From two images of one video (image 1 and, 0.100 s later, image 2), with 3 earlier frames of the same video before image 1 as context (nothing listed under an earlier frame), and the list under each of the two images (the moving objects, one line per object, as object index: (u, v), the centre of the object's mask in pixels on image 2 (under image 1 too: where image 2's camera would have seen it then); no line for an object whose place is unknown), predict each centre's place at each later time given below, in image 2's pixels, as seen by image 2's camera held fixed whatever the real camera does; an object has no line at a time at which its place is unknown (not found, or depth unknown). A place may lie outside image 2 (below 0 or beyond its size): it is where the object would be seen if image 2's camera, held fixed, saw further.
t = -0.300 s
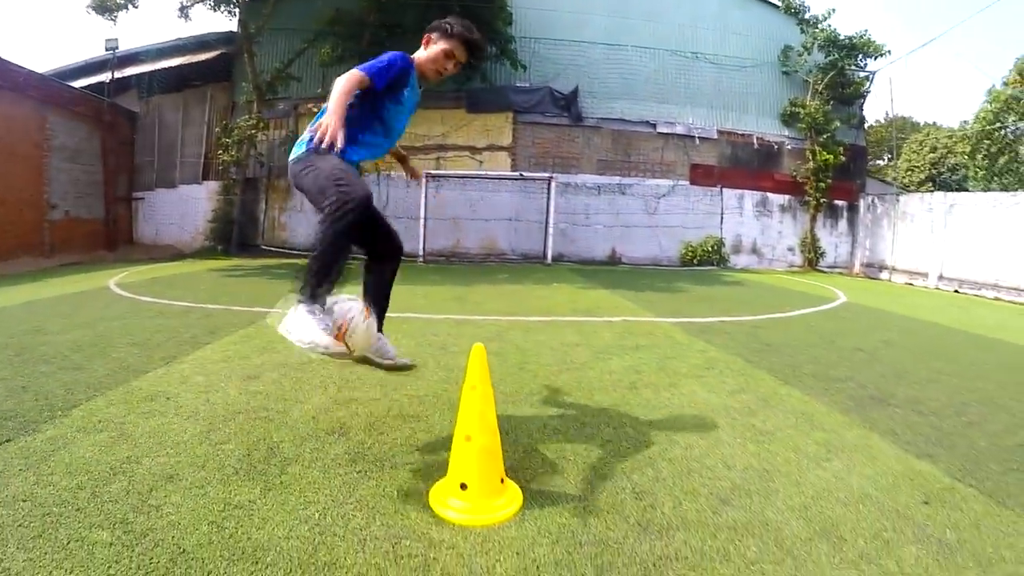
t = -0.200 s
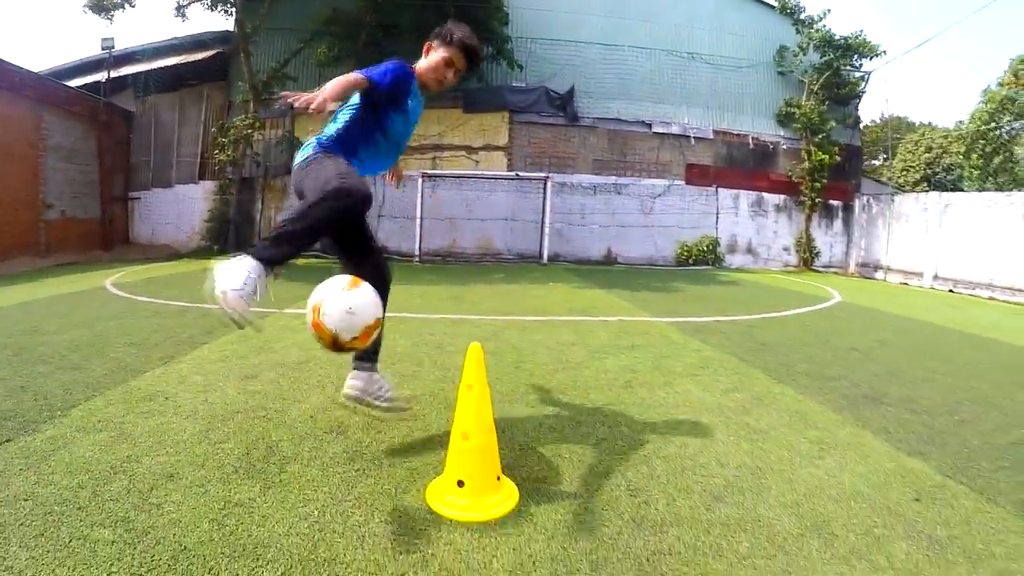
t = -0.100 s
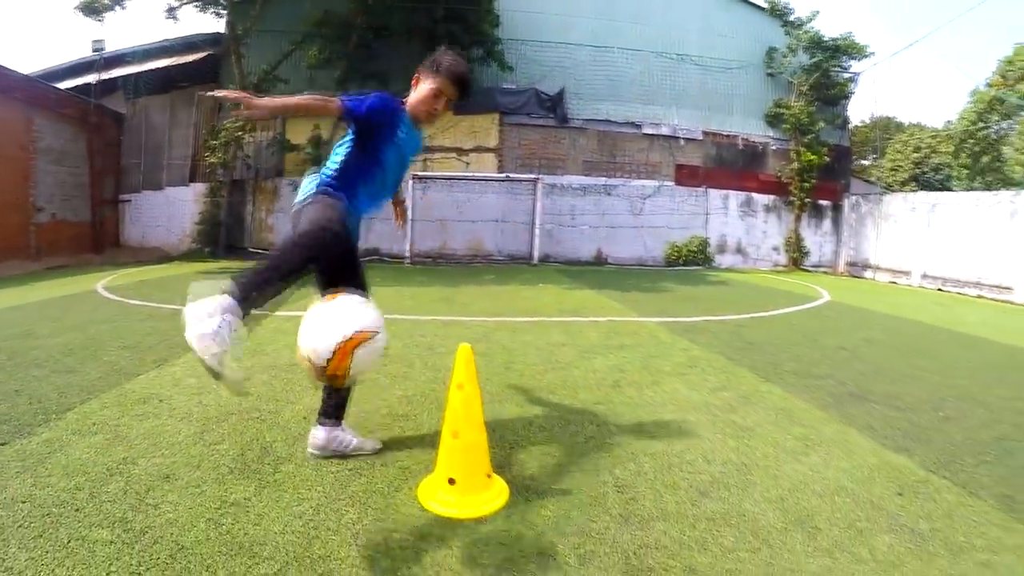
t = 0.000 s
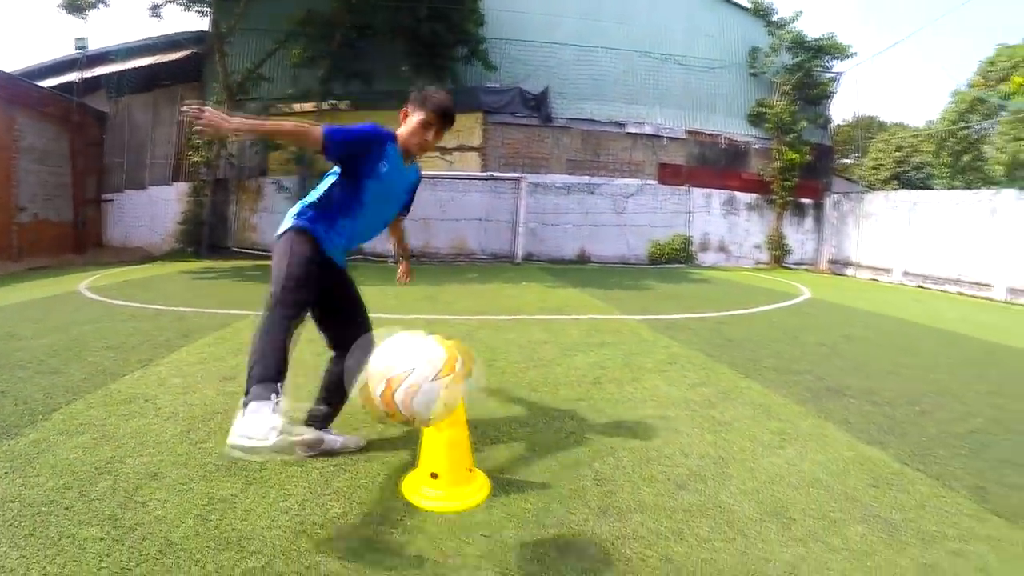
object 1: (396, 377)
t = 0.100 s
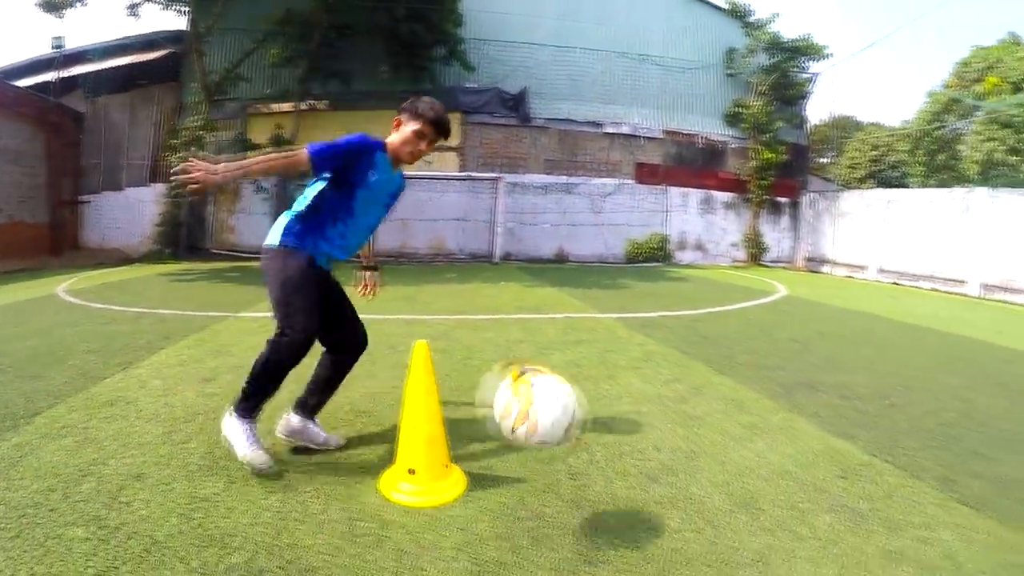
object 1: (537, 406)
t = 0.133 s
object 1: (569, 419)
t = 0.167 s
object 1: (604, 436)
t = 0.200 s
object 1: (641, 457)
